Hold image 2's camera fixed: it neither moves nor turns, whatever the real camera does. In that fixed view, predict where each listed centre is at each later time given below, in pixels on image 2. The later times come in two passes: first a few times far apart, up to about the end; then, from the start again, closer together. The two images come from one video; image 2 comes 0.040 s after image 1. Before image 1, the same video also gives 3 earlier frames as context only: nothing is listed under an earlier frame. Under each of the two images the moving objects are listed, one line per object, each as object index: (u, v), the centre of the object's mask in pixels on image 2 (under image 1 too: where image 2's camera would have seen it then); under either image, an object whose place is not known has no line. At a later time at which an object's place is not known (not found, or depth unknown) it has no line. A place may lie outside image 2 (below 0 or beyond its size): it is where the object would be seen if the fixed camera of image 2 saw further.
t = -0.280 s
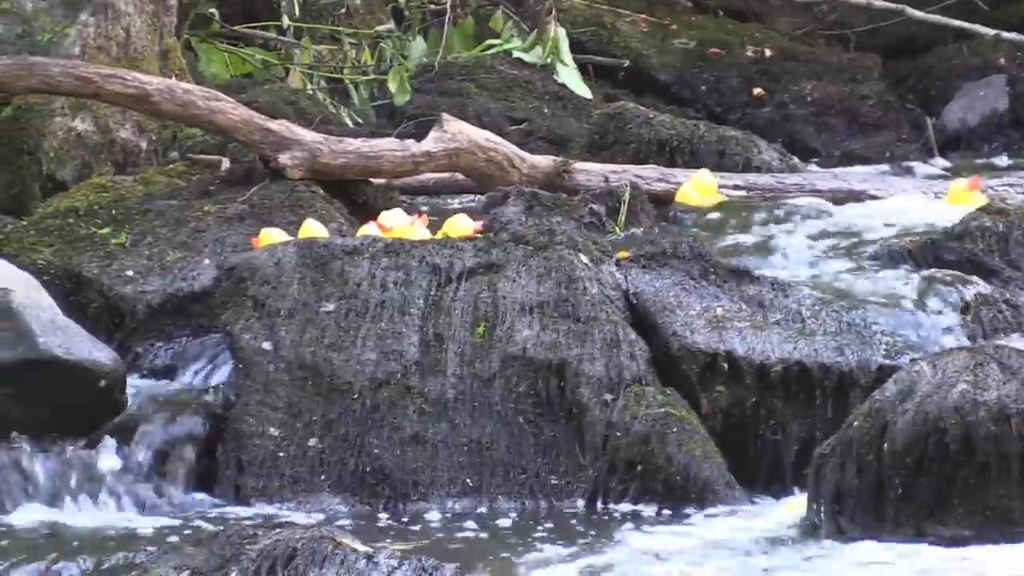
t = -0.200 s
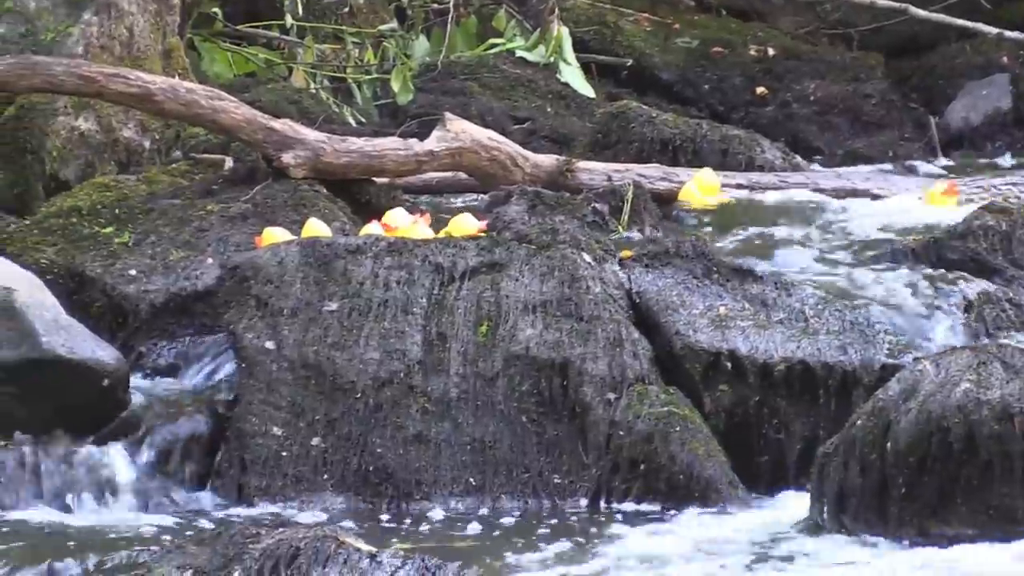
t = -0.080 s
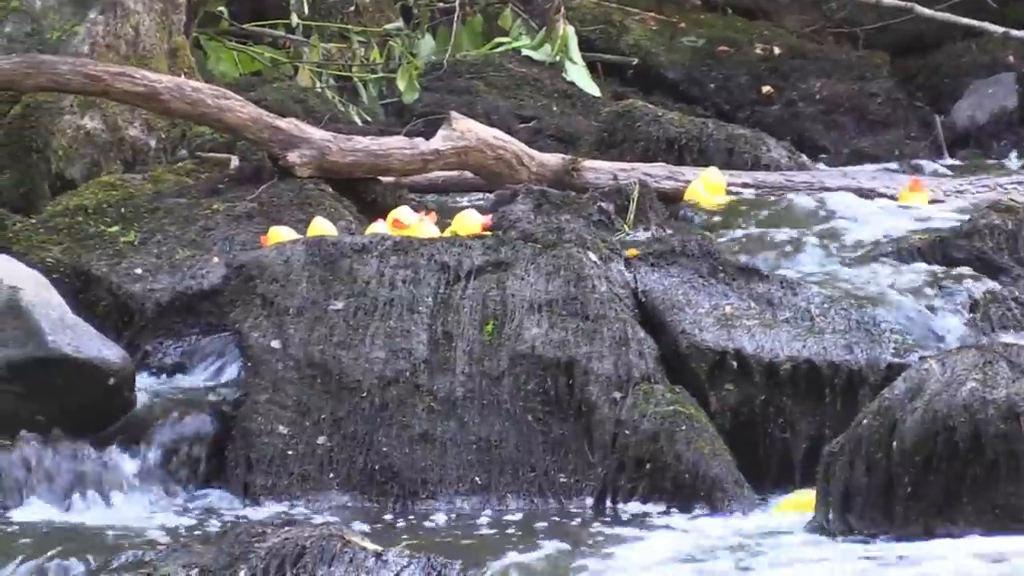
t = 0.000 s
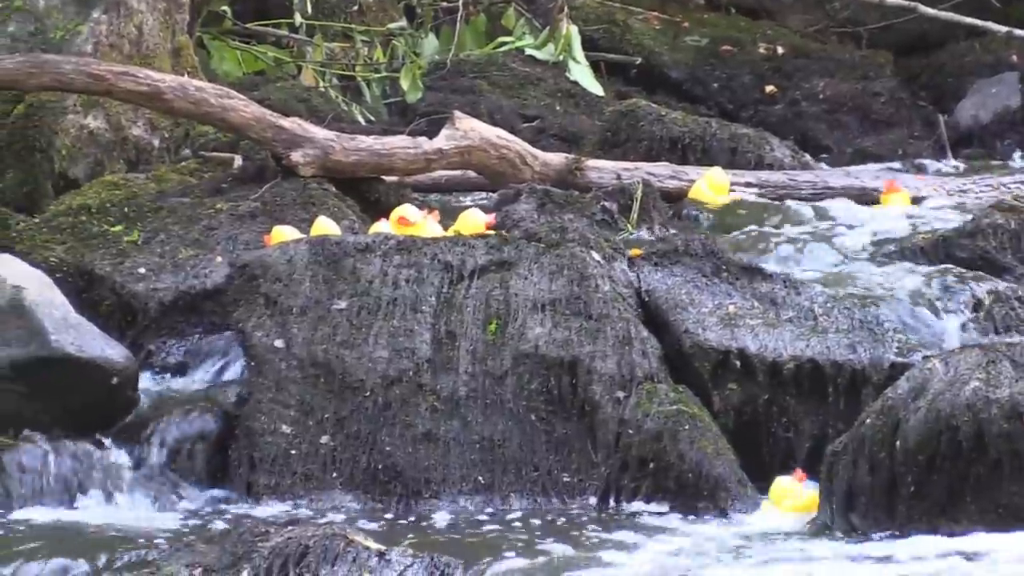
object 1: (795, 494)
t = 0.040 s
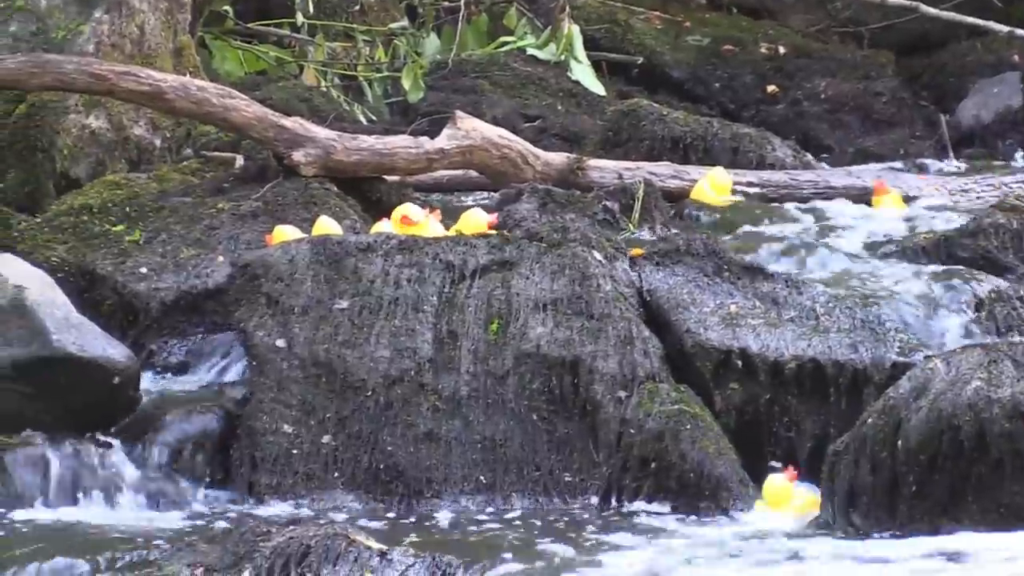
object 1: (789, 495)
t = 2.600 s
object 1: (514, 509)
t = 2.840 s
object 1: (512, 505)
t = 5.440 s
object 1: (447, 491)
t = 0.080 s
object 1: (778, 497)
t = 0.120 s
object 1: (768, 499)
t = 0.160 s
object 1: (764, 503)
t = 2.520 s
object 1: (515, 509)
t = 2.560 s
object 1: (514, 509)
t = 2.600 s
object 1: (514, 509)
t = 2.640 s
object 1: (514, 509)
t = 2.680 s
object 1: (514, 509)
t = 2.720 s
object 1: (514, 509)
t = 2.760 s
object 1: (514, 508)
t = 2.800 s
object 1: (513, 507)
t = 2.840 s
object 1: (512, 505)
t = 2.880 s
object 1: (512, 504)
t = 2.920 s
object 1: (511, 504)
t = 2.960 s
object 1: (510, 504)
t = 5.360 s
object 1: (450, 493)
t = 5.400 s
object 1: (449, 493)
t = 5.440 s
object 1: (447, 491)
